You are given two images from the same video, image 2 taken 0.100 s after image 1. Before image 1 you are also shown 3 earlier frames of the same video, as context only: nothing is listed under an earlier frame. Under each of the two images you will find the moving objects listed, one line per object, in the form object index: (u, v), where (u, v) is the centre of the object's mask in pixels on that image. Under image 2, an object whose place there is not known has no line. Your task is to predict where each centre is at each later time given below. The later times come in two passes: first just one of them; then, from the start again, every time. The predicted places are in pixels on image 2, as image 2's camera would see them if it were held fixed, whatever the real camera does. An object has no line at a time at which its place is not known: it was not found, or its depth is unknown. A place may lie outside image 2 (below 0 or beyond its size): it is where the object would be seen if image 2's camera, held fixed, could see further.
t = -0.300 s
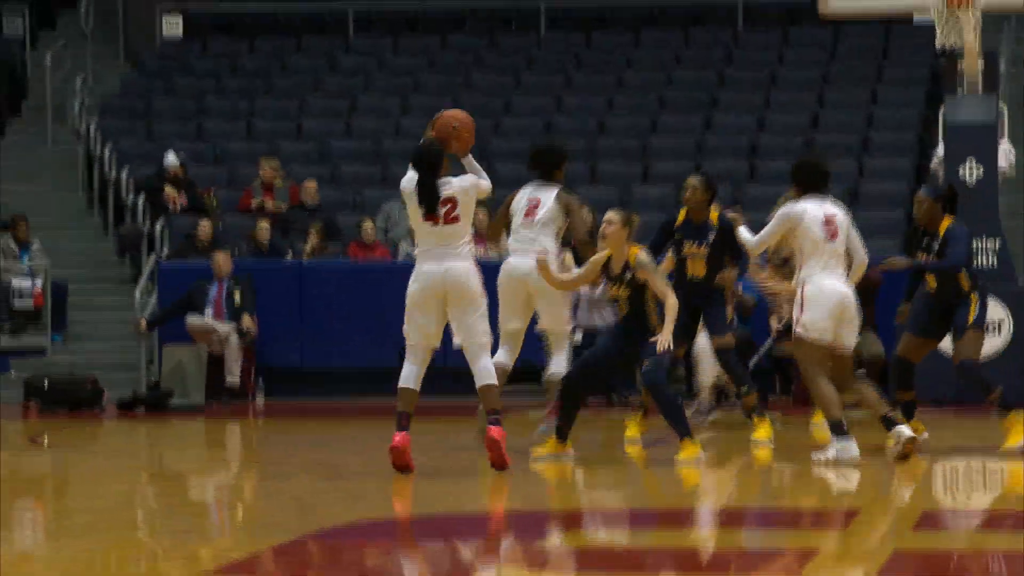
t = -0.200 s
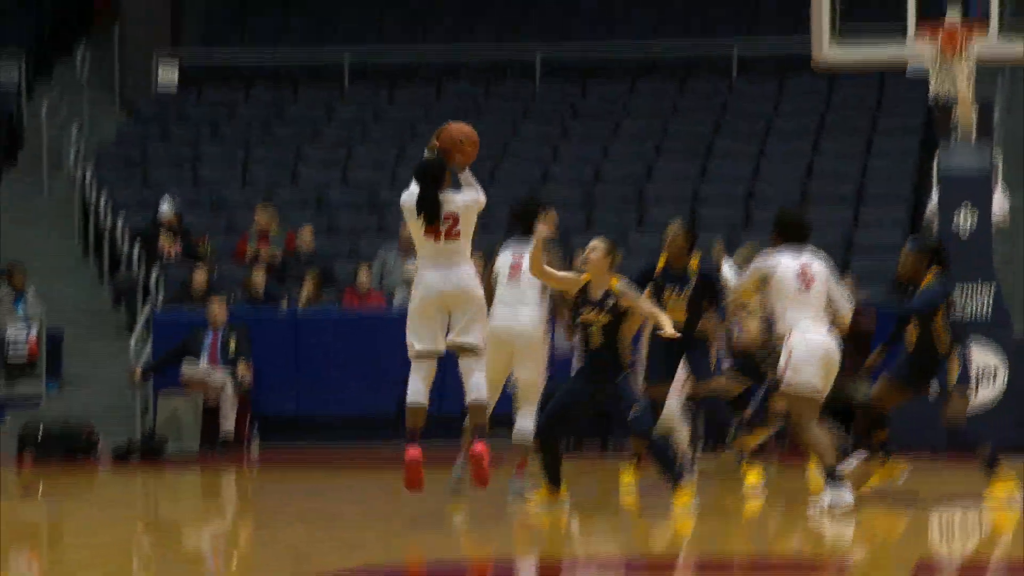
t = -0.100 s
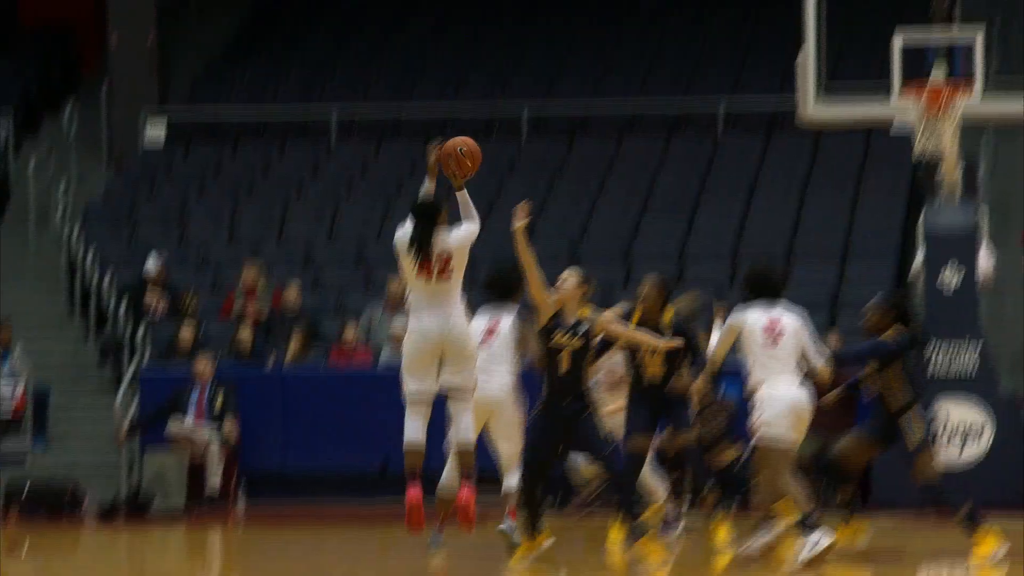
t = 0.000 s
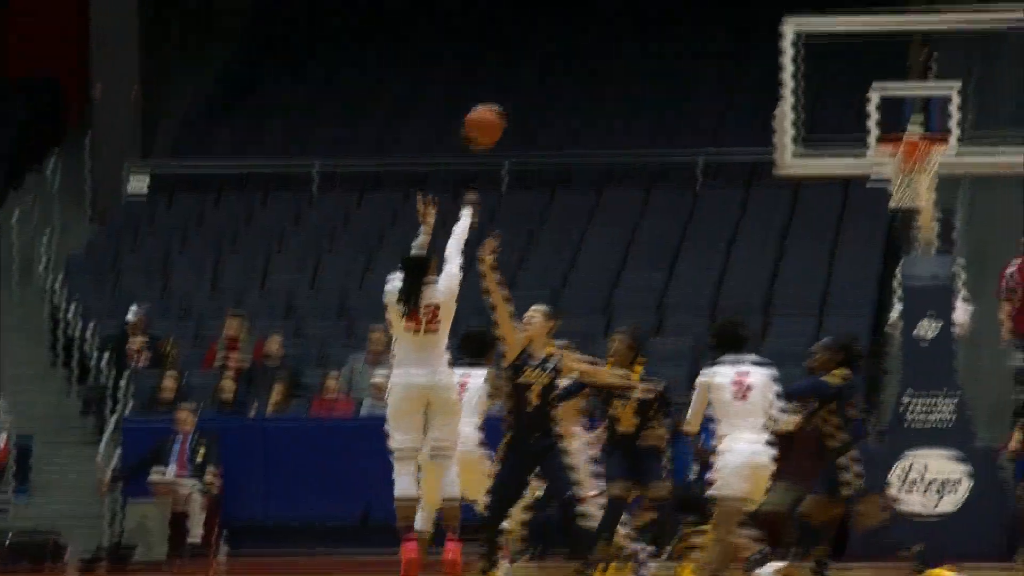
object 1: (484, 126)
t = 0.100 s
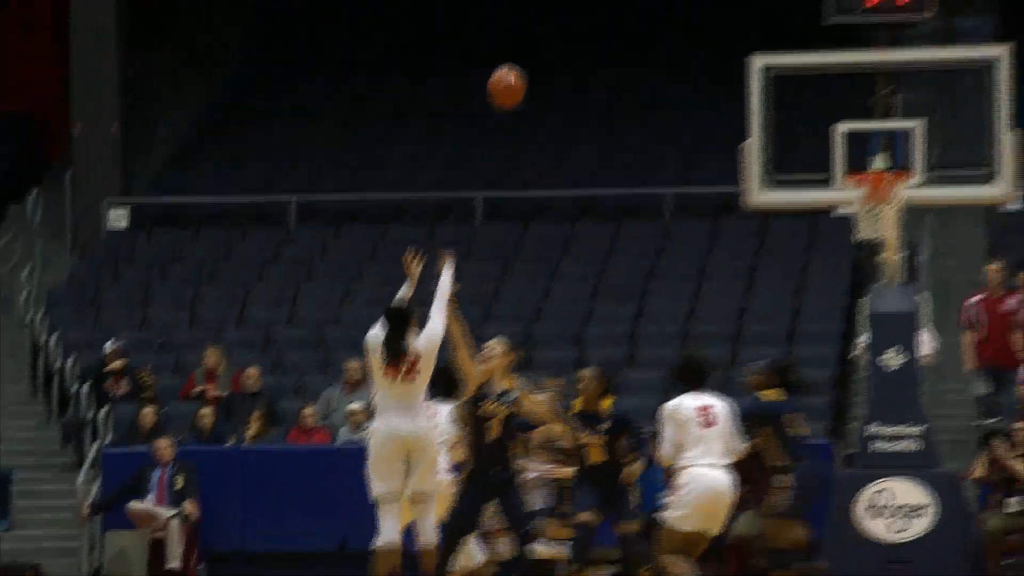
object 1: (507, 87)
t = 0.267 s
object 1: (582, 6)
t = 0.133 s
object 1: (522, 67)
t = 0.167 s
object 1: (537, 49)
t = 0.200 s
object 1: (552, 33)
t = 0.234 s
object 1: (567, 19)
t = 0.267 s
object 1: (582, 6)
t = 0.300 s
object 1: (596, -4)
